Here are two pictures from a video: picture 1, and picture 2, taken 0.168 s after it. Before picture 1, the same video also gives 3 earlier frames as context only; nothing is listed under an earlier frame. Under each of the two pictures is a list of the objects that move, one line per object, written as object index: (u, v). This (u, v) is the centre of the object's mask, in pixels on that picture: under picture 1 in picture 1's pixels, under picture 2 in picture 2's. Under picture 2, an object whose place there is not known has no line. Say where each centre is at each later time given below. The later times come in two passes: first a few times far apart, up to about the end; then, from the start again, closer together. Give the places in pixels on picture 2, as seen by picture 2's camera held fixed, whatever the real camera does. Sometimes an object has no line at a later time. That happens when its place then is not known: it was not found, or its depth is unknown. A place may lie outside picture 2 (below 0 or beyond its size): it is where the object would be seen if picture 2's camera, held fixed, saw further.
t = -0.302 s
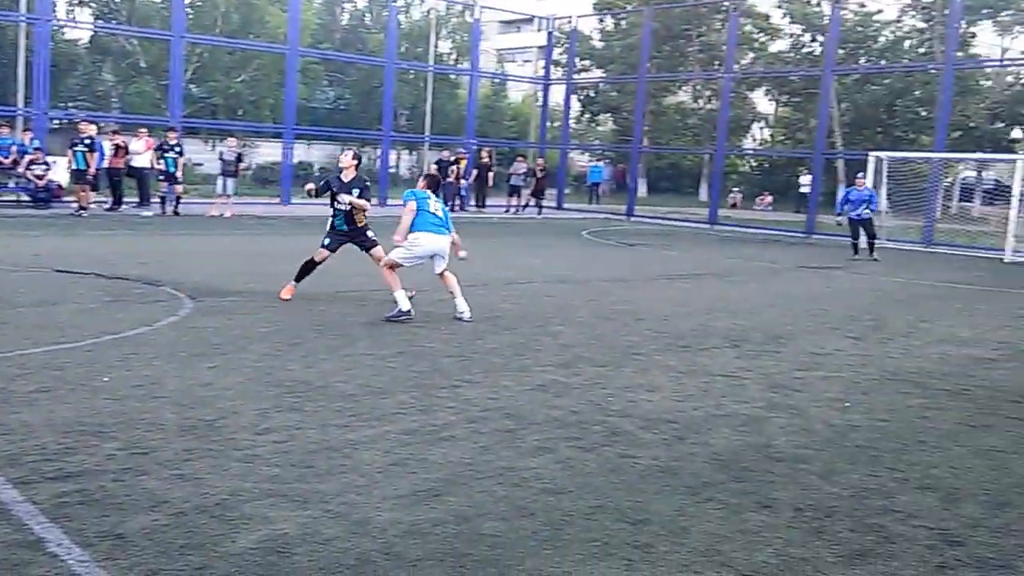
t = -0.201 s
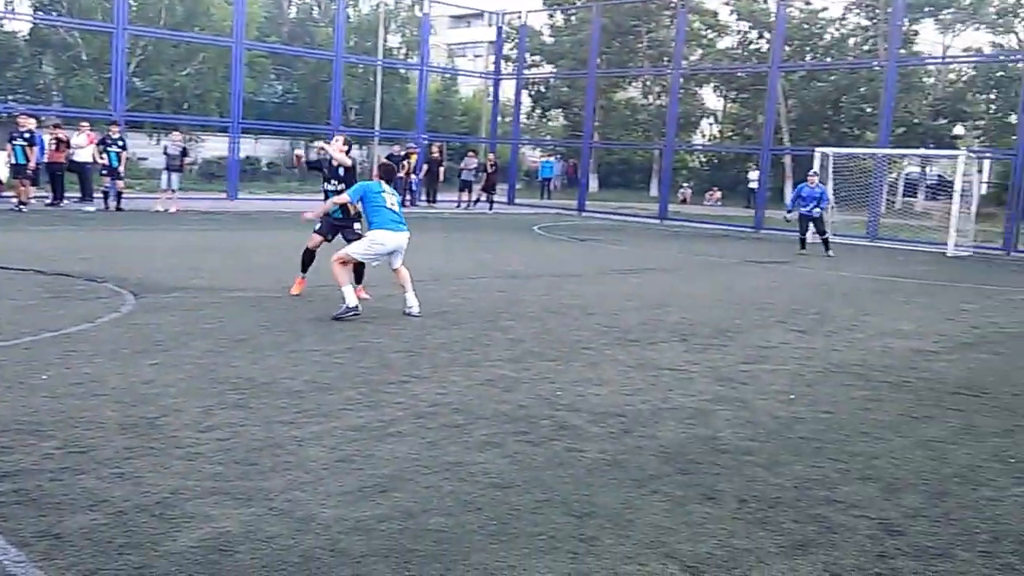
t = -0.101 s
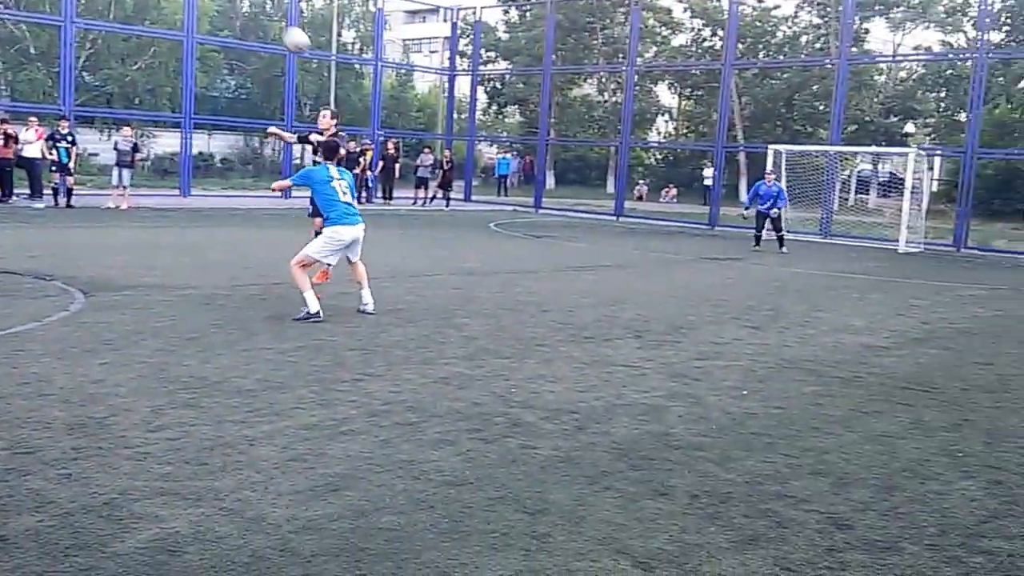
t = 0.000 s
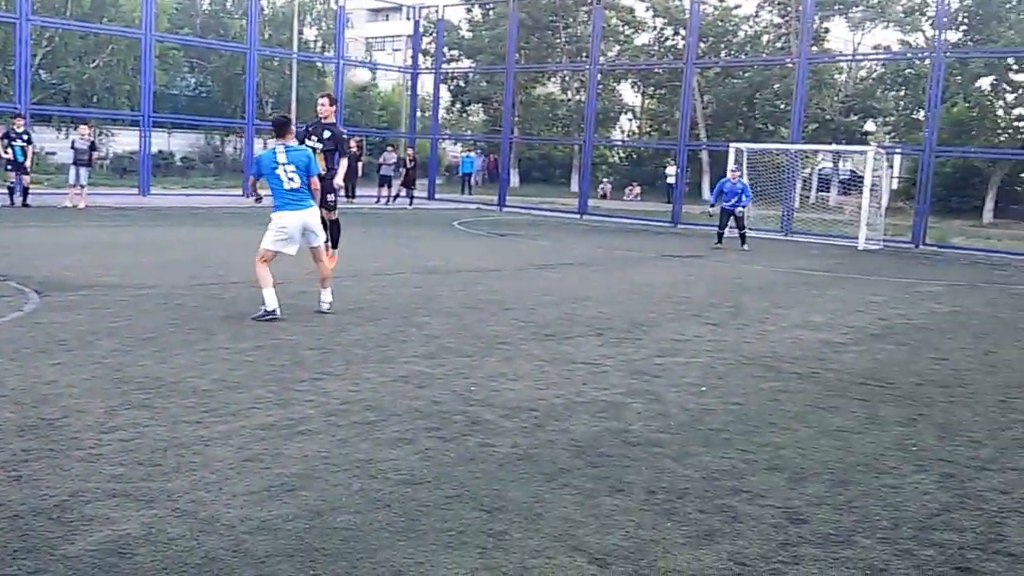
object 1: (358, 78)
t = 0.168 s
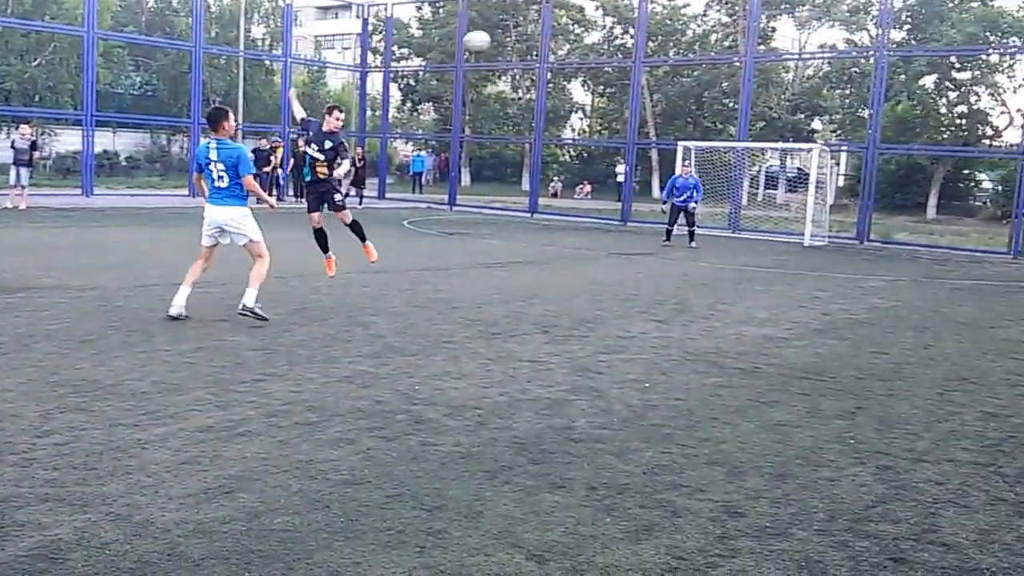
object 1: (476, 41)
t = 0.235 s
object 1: (541, 35)
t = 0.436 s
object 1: (724, 44)
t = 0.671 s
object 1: (912, 104)
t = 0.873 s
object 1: (1053, 191)
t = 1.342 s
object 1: (1272, 213)
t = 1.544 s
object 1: (1334, 181)
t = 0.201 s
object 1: (508, 37)
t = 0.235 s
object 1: (541, 35)
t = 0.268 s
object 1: (573, 34)
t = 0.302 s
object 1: (604, 34)
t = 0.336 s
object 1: (636, 34)
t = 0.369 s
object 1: (665, 37)
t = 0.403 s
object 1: (695, 40)
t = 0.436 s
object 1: (724, 44)
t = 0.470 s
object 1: (753, 49)
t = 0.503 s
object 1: (781, 57)
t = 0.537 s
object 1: (808, 65)
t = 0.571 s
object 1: (836, 73)
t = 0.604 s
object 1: (862, 81)
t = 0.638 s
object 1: (888, 93)
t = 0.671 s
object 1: (912, 104)
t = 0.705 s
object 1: (938, 117)
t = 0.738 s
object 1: (963, 130)
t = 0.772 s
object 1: (986, 145)
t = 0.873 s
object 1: (1053, 191)
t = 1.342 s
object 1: (1272, 213)
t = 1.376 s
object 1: (1283, 205)
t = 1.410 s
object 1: (1294, 198)
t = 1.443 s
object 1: (1305, 192)
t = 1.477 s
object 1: (1315, 188)
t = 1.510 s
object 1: (1325, 184)
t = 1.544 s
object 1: (1334, 181)
